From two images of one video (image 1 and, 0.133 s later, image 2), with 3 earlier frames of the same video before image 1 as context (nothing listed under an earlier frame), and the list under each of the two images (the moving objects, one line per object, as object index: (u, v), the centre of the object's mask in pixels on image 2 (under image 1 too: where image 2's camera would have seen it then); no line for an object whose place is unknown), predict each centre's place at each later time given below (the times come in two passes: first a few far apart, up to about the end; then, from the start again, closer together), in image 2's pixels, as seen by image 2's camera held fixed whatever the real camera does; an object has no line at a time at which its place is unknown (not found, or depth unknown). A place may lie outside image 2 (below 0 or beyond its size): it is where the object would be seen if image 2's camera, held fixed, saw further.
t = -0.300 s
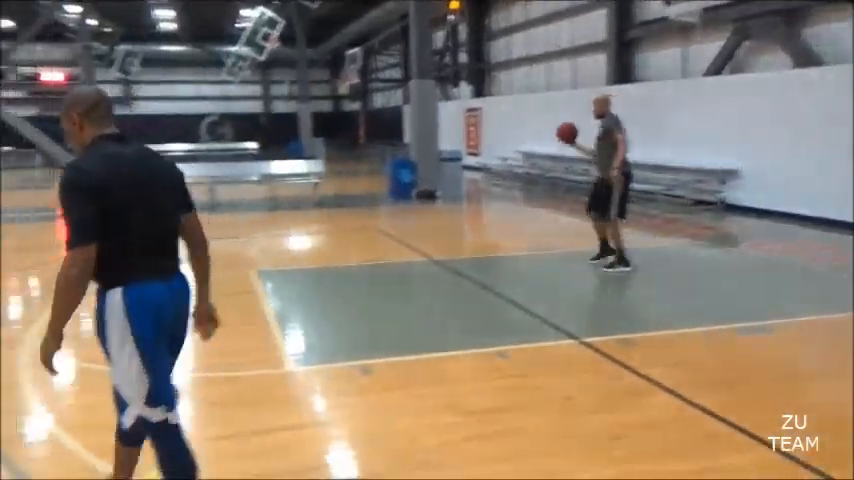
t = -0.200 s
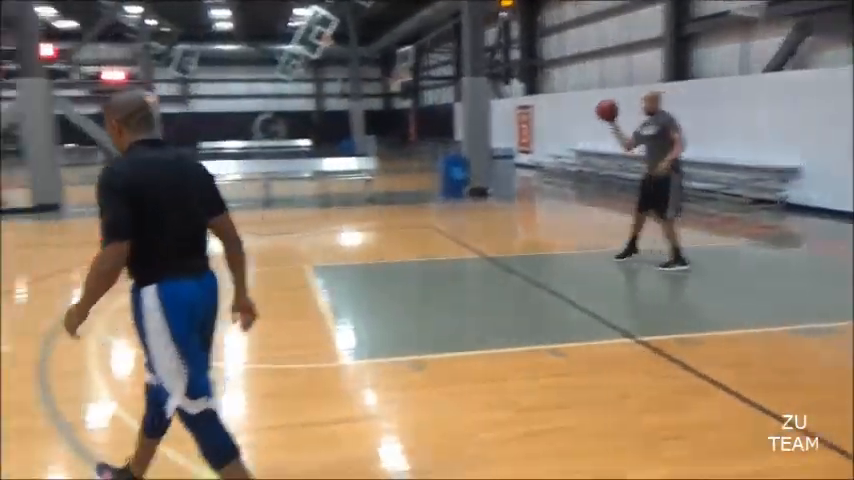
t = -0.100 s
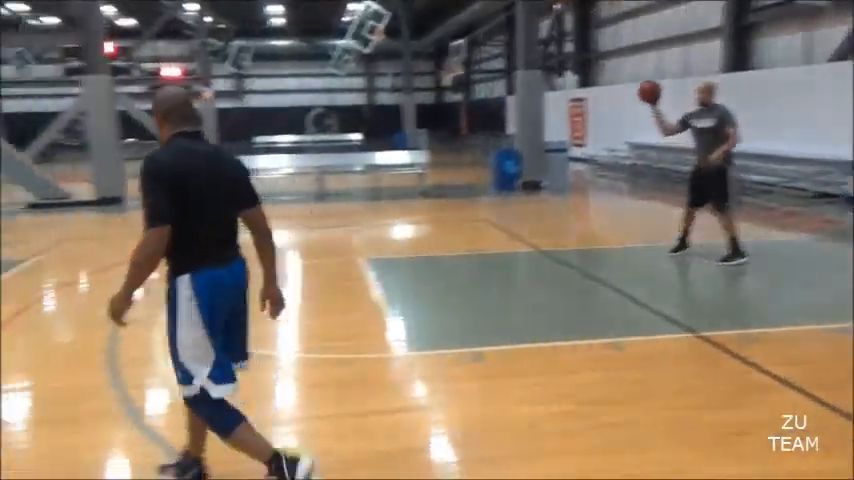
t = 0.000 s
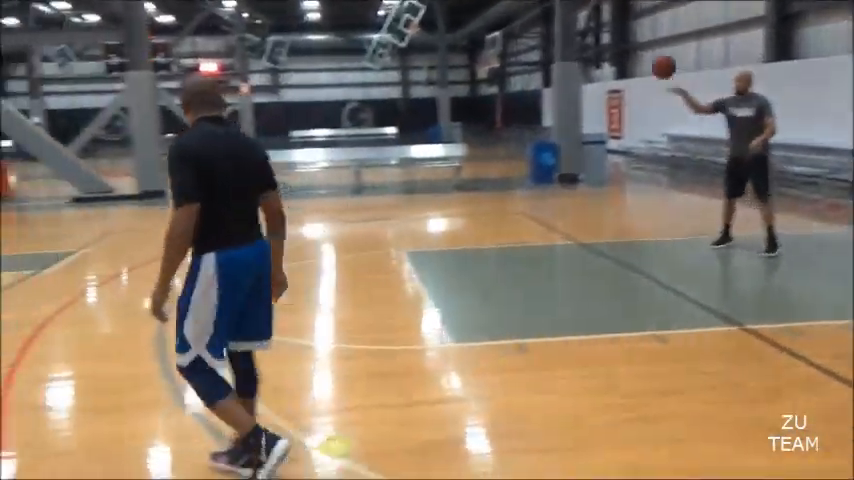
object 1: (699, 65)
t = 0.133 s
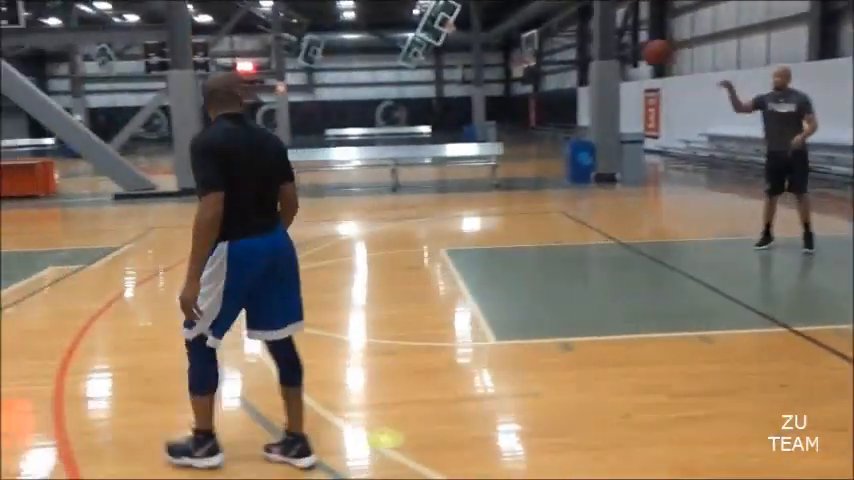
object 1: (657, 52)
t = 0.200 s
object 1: (635, 52)
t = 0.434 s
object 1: (539, 98)
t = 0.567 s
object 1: (474, 164)
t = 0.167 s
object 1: (645, 53)
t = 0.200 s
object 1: (635, 52)
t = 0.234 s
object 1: (623, 54)
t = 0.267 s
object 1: (609, 59)
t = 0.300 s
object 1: (596, 64)
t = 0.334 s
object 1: (584, 71)
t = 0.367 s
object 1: (569, 78)
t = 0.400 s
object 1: (555, 87)
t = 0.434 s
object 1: (539, 98)
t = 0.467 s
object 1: (527, 113)
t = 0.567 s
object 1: (474, 164)
